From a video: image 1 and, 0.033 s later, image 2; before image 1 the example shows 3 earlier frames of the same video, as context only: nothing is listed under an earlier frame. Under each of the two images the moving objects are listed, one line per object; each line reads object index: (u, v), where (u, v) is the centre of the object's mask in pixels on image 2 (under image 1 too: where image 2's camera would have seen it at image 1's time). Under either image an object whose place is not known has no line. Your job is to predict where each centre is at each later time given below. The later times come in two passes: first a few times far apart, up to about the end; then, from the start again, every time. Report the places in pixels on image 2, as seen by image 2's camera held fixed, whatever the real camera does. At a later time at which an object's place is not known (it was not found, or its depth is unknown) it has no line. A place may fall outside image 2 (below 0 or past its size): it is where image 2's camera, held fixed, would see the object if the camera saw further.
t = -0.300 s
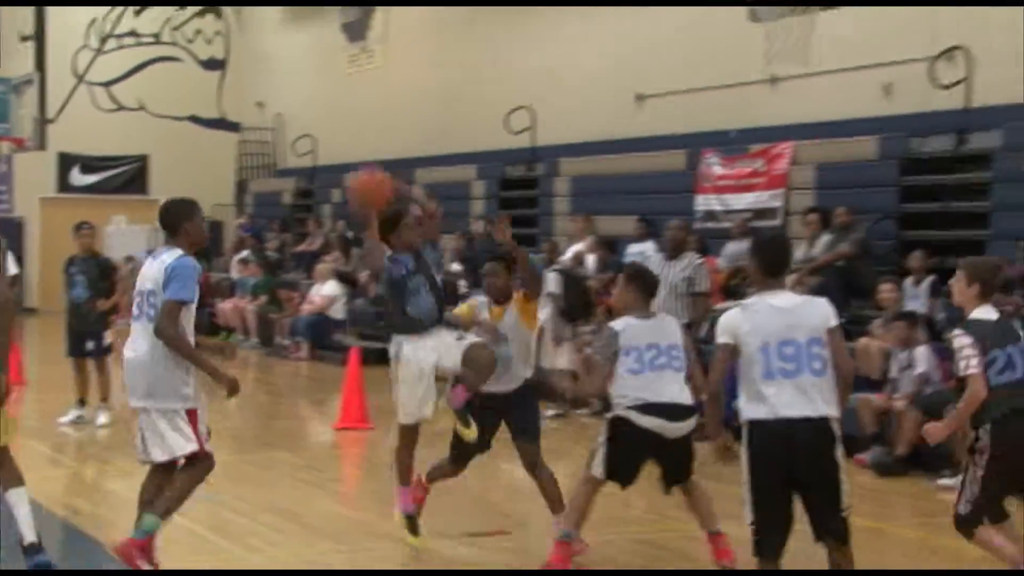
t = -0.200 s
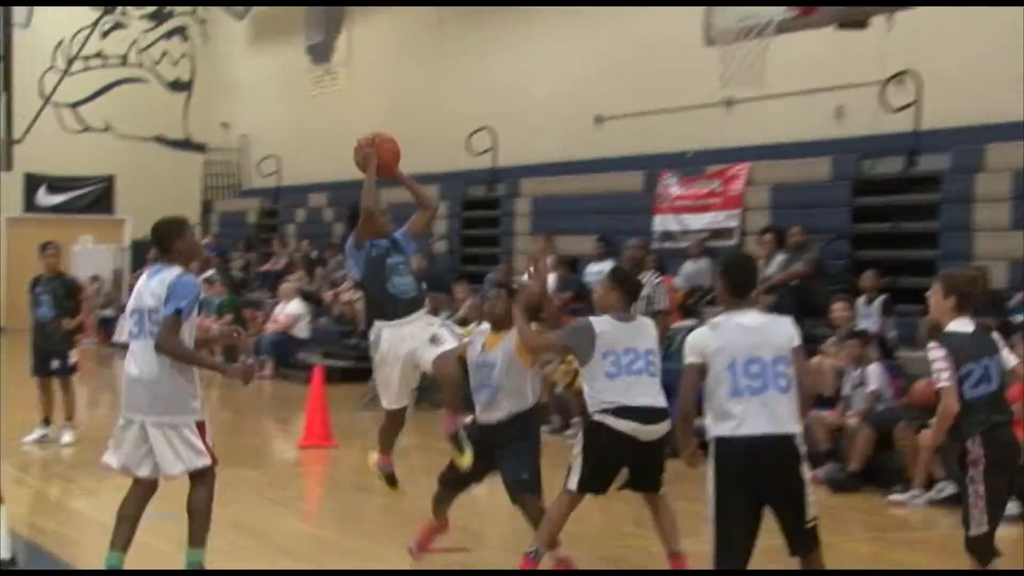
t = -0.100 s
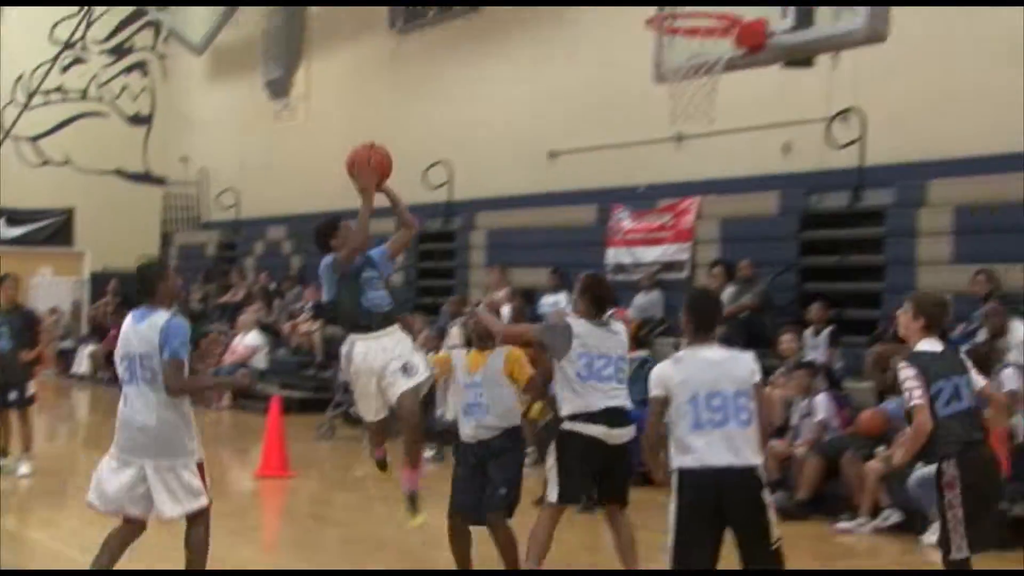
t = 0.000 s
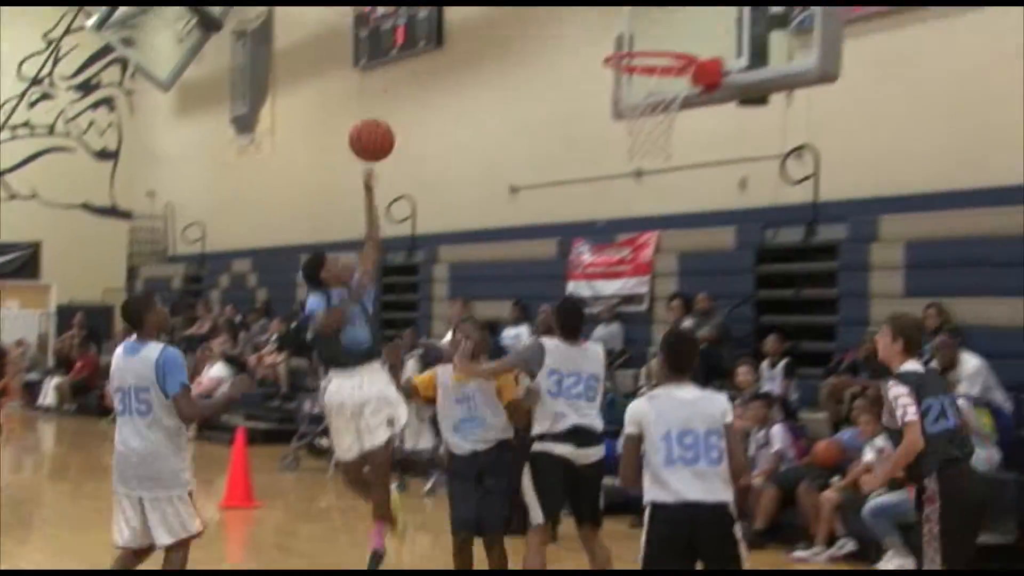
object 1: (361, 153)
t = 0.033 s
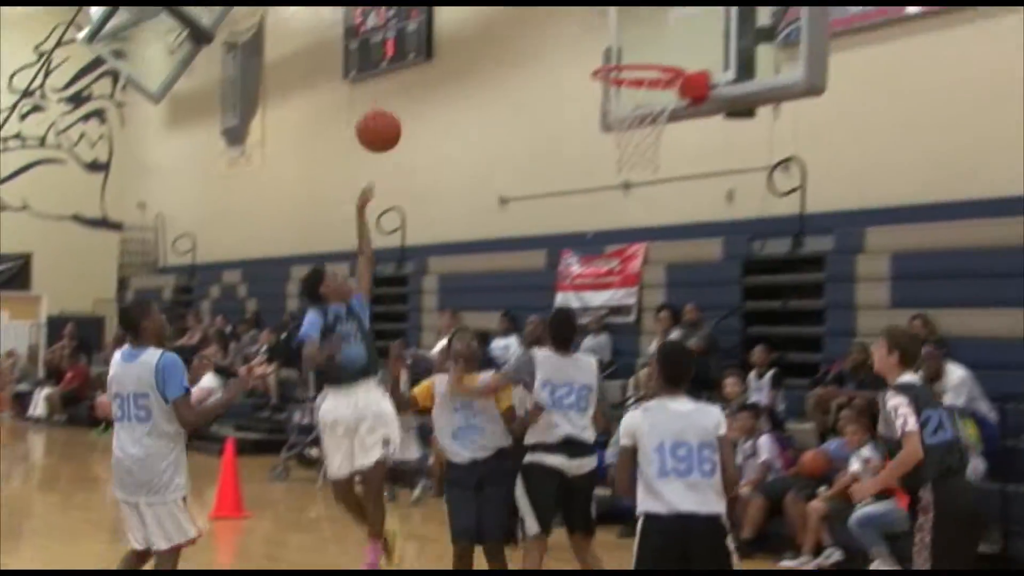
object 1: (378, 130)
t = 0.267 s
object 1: (500, 35)
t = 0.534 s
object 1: (639, 48)
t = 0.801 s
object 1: (698, 48)
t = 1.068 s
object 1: (639, 97)
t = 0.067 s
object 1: (396, 110)
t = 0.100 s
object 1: (414, 92)
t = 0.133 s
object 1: (431, 77)
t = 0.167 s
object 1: (449, 63)
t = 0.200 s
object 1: (466, 52)
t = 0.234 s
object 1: (484, 43)
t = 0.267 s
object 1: (500, 35)
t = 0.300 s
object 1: (519, 30)
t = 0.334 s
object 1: (536, 28)
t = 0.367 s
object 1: (552, 29)
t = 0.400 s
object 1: (571, 33)
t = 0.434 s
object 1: (590, 36)
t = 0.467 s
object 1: (608, 42)
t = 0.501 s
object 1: (625, 48)
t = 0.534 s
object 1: (639, 48)
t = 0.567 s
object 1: (648, 46)
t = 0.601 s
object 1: (658, 46)
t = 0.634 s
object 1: (667, 48)
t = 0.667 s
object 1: (676, 49)
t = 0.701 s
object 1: (681, 46)
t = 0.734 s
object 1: (687, 45)
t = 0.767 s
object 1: (693, 45)
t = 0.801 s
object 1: (698, 48)
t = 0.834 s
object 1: (692, 47)
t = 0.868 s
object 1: (685, 48)
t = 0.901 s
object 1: (677, 50)
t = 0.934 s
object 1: (669, 52)
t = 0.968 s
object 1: (662, 56)
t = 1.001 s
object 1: (655, 60)
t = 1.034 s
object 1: (641, 82)
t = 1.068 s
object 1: (639, 97)
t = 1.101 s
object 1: (630, 114)
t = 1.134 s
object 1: (624, 129)
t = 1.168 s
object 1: (618, 145)
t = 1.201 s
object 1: (616, 155)
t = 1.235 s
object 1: (613, 173)
